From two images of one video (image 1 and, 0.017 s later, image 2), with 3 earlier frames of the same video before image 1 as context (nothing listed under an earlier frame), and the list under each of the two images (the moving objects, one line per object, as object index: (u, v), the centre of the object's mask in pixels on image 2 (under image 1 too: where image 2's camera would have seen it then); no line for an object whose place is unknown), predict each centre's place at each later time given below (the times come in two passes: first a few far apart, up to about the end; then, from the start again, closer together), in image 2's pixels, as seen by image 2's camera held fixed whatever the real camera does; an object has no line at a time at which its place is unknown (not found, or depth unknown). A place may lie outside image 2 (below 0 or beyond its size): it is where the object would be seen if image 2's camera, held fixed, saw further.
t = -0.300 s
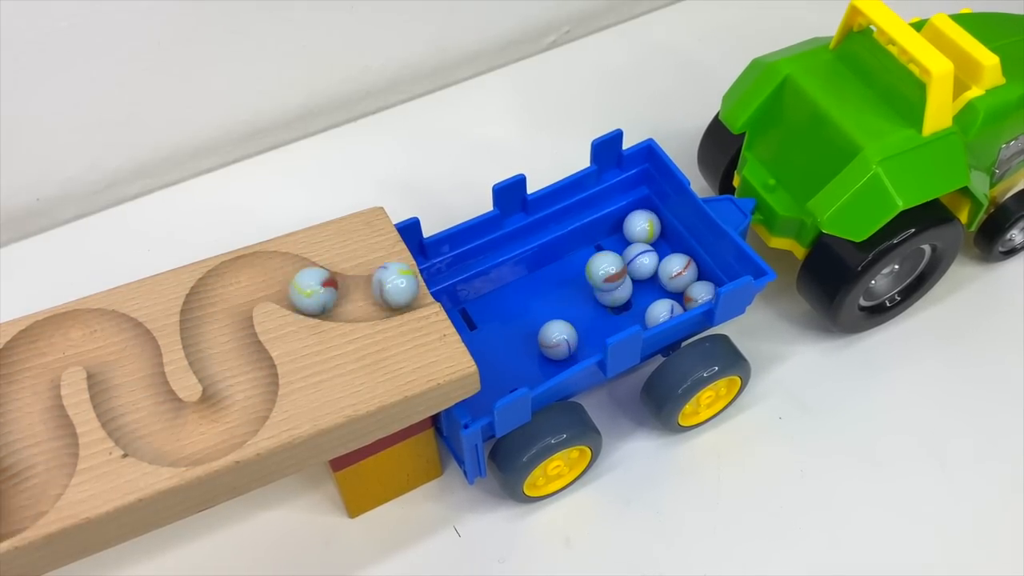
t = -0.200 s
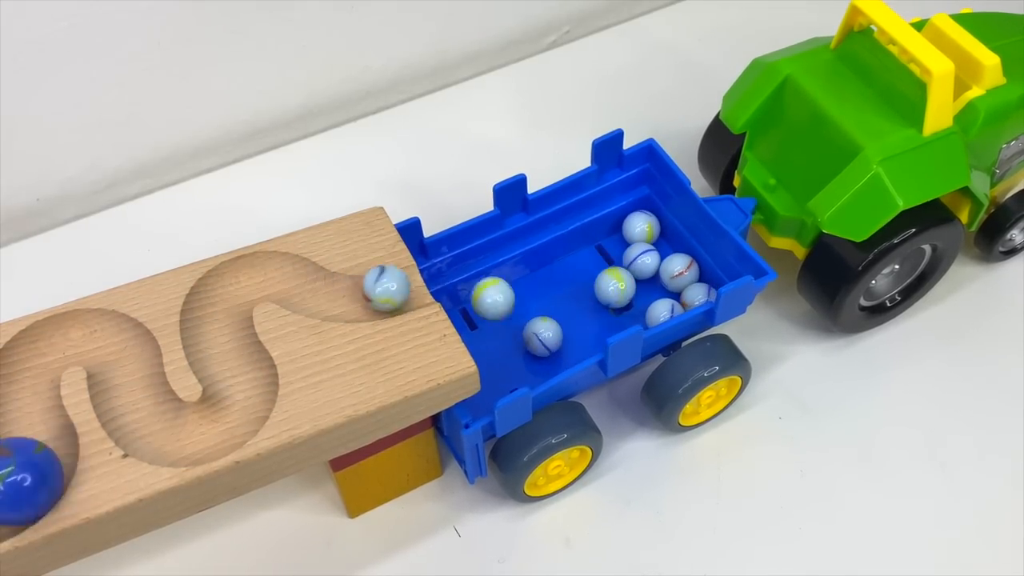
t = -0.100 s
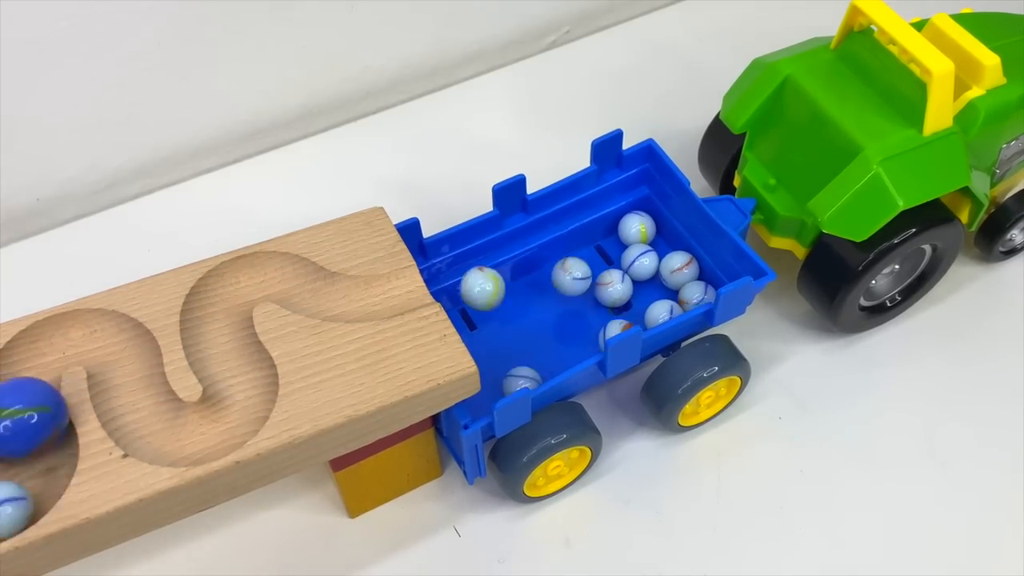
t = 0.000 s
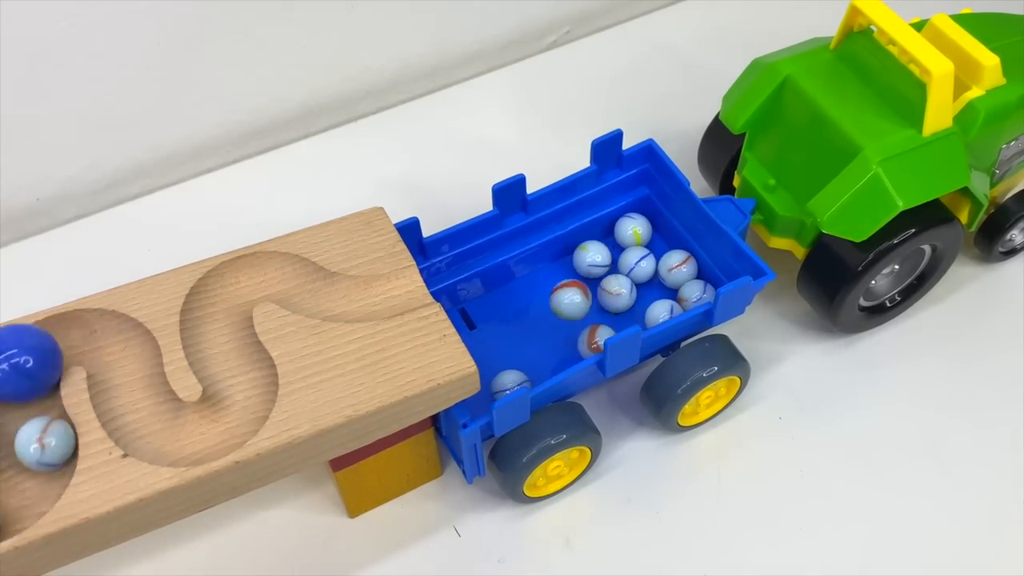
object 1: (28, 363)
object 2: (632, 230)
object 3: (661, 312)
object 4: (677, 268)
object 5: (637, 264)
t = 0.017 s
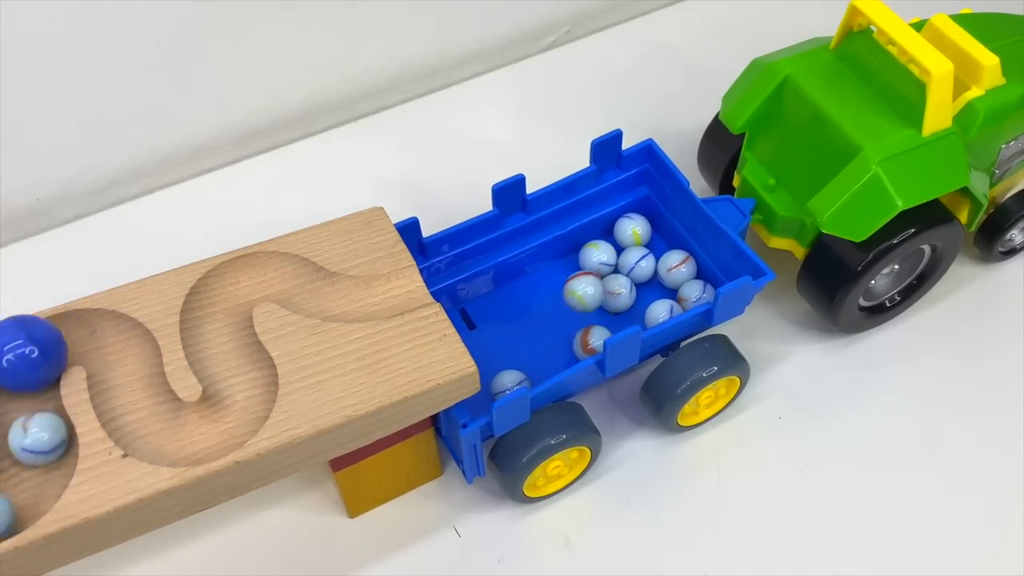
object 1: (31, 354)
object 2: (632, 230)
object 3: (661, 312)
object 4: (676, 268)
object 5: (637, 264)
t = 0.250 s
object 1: (126, 385)
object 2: (639, 225)
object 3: (667, 309)
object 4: (679, 271)
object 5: (642, 261)
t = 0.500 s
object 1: (236, 366)
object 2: (638, 226)
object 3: (661, 311)
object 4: (679, 271)
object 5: (641, 262)
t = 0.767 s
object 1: (283, 267)
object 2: (638, 226)
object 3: (661, 311)
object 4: (678, 272)
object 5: (639, 262)
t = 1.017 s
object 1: (484, 284)
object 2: (638, 227)
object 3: (661, 311)
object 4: (678, 271)
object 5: (638, 264)
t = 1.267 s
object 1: (527, 321)
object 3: (662, 311)
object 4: (680, 270)
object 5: (641, 261)
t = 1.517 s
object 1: (589, 318)
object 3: (662, 311)
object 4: (667, 278)
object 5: (623, 261)
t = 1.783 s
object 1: (618, 316)
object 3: (667, 309)
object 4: (665, 281)
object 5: (613, 247)
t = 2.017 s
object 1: (612, 316)
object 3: (662, 311)
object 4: (656, 281)
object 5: (609, 247)
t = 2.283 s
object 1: (613, 317)
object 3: (663, 310)
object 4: (660, 282)
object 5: (609, 244)
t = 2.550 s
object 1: (618, 316)
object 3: (668, 309)
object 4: (658, 282)
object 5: (623, 250)
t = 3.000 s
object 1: (595, 322)
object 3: (662, 312)
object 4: (658, 282)
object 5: (625, 256)
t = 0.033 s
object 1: (35, 345)
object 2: (632, 230)
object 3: (660, 312)
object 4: (677, 268)
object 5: (637, 264)
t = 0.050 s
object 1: (41, 337)
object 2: (632, 231)
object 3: (660, 312)
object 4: (677, 269)
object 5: (638, 263)
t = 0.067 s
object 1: (51, 332)
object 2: (632, 231)
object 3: (661, 312)
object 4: (677, 270)
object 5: (639, 262)
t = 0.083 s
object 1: (62, 328)
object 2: (633, 230)
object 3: (663, 312)
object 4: (678, 270)
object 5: (639, 261)
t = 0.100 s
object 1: (74, 326)
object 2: (633, 230)
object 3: (664, 311)
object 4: (678, 271)
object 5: (640, 261)
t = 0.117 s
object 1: (86, 327)
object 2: (633, 229)
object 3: (665, 310)
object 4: (679, 271)
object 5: (640, 261)
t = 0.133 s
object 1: (97, 330)
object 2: (634, 228)
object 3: (666, 309)
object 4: (679, 271)
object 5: (641, 262)
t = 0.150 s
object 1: (107, 335)
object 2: (634, 228)
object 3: (666, 309)
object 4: (679, 271)
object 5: (641, 262)
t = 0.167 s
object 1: (114, 341)
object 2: (635, 227)
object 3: (667, 308)
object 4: (679, 271)
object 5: (641, 261)
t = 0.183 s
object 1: (119, 349)
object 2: (635, 227)
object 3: (667, 308)
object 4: (679, 271)
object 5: (641, 261)
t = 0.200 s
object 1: (121, 358)
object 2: (636, 226)
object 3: (667, 308)
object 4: (680, 271)
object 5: (641, 261)
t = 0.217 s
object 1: (122, 367)
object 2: (637, 226)
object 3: (667, 308)
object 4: (680, 271)
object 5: (641, 261)
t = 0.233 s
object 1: (123, 375)
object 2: (638, 225)
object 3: (667, 308)
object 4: (679, 271)
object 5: (642, 261)
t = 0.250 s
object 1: (126, 385)
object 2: (639, 225)
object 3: (667, 309)
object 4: (679, 271)
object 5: (642, 261)
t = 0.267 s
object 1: (130, 392)
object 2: (640, 225)
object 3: (667, 309)
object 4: (679, 271)
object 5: (642, 261)
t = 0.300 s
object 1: (141, 408)
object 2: (642, 224)
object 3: (665, 309)
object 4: (679, 271)
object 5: (641, 260)
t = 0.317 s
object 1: (148, 416)
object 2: (642, 225)
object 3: (664, 310)
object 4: (679, 271)
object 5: (641, 261)
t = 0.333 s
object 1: (157, 421)
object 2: (642, 225)
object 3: (663, 310)
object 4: (679, 271)
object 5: (641, 261)
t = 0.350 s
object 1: (169, 424)
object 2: (641, 225)
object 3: (661, 311)
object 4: (678, 271)
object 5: (641, 261)
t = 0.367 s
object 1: (181, 425)
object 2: (641, 225)
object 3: (659, 312)
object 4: (678, 272)
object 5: (641, 261)
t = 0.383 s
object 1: (194, 423)
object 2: (641, 225)
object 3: (658, 312)
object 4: (678, 271)
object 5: (640, 261)
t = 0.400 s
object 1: (206, 419)
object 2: (640, 226)
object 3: (658, 312)
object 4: (678, 271)
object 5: (641, 261)
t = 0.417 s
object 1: (217, 412)
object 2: (639, 226)
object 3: (659, 312)
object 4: (679, 271)
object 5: (641, 262)
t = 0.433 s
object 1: (226, 404)
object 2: (639, 226)
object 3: (660, 312)
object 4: (679, 271)
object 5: (641, 262)
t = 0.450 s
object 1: (233, 395)
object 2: (638, 226)
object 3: (660, 312)
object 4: (679, 271)
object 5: (641, 262)
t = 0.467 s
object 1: (237, 384)
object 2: (637, 226)
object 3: (660, 311)
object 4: (679, 271)
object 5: (641, 262)
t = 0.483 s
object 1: (238, 375)
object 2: (638, 226)
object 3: (661, 311)
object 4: (679, 271)
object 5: (641, 262)
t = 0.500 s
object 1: (236, 366)
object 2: (638, 226)
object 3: (661, 311)
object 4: (679, 271)
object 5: (641, 262)
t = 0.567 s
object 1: (218, 335)
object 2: (638, 226)
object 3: (661, 311)
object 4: (680, 271)
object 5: (640, 261)
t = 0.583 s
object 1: (215, 327)
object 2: (638, 226)
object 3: (661, 311)
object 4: (680, 271)
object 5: (640, 261)
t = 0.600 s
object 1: (214, 318)
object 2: (638, 226)
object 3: (661, 311)
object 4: (679, 271)
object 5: (640, 261)
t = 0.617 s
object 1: (213, 309)
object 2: (638, 226)
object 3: (661, 311)
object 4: (679, 271)
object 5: (640, 261)
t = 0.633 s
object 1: (213, 301)
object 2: (638, 226)
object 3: (661, 311)
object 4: (679, 271)
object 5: (640, 261)
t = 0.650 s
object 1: (216, 293)
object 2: (638, 226)
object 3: (661, 311)
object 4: (679, 271)
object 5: (640, 261)
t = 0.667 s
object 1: (222, 285)
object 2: (638, 226)
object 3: (661, 311)
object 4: (679, 271)
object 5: (640, 262)
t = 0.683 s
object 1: (229, 278)
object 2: (638, 226)
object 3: (661, 311)
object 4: (679, 271)
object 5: (640, 262)
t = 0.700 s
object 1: (238, 272)
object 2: (638, 226)
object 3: (661, 311)
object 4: (679, 271)
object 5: (639, 262)
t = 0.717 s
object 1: (248, 268)
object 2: (638, 226)
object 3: (661, 311)
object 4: (678, 272)
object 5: (639, 262)
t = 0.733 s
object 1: (260, 265)
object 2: (638, 226)
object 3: (661, 311)
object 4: (678, 272)
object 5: (639, 262)
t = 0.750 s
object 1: (271, 265)
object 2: (638, 226)
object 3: (661, 311)
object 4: (678, 272)
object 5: (639, 262)
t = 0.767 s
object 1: (283, 267)
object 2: (638, 226)
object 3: (661, 311)
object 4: (678, 272)
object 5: (639, 262)
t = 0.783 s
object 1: (293, 271)
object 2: (638, 226)
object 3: (661, 311)
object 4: (678, 271)
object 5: (639, 262)
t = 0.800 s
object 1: (303, 276)
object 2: (638, 226)
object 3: (661, 311)
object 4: (678, 271)
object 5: (639, 262)
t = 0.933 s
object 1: (409, 272)
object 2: (638, 227)
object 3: (662, 311)
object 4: (678, 271)
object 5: (637, 264)
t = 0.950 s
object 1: (423, 268)
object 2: (638, 227)
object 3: (661, 311)
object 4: (678, 271)
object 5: (638, 264)
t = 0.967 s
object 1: (438, 265)
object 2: (638, 227)
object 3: (661, 311)
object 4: (678, 271)
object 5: (637, 264)
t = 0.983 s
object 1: (452, 267)
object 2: (638, 227)
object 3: (661, 311)
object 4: (678, 271)
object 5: (637, 264)
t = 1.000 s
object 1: (467, 273)
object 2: (638, 227)
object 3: (661, 311)
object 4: (678, 271)
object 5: (637, 264)
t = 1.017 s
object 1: (484, 284)
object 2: (638, 227)
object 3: (661, 311)
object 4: (678, 271)
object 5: (638, 264)
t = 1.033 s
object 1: (498, 299)
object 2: (638, 227)
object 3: (661, 311)
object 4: (678, 271)
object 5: (637, 264)
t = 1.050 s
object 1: (512, 316)
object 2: (638, 227)
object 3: (661, 311)
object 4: (678, 271)
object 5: (637, 264)
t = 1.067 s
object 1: (509, 326)
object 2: (637, 225)
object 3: (661, 311)
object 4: (678, 270)
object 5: (637, 264)
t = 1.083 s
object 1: (506, 337)
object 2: (637, 226)
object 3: (661, 311)
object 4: (677, 271)
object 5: (639, 261)
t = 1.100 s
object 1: (506, 335)
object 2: (638, 226)
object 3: (662, 310)
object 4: (678, 271)
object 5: (641, 260)
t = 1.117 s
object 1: (505, 334)
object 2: (640, 224)
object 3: (662, 311)
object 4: (678, 271)
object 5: (643, 260)
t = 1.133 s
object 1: (505, 335)
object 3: (661, 311)
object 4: (678, 271)
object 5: (642, 260)
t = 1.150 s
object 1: (508, 334)
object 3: (661, 311)
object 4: (679, 271)
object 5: (642, 259)
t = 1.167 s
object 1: (511, 331)
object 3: (662, 311)
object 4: (679, 271)
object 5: (643, 258)
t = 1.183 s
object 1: (513, 329)
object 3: (662, 311)
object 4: (680, 271)
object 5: (644, 258)
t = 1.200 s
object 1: (516, 328)
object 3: (662, 311)
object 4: (680, 271)
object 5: (643, 259)
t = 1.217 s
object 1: (519, 326)
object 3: (662, 311)
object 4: (680, 270)
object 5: (641, 260)
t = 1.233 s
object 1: (522, 324)
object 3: (662, 311)
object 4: (680, 270)
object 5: (640, 263)
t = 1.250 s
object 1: (524, 323)
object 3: (662, 311)
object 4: (680, 270)
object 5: (641, 261)
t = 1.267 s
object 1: (527, 321)
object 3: (662, 311)
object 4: (680, 270)
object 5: (641, 261)
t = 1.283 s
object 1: (531, 319)
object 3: (662, 311)
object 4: (680, 270)
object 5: (640, 262)
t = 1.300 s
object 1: (539, 316)
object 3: (662, 311)
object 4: (680, 270)
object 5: (639, 262)
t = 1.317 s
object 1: (550, 314)
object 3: (662, 311)
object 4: (680, 270)
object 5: (638, 263)
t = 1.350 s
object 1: (569, 308)
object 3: (661, 311)
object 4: (679, 271)
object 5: (636, 264)
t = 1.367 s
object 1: (577, 306)
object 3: (661, 311)
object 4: (678, 272)
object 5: (636, 263)
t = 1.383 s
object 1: (581, 306)
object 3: (661, 311)
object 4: (678, 272)
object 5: (635, 260)
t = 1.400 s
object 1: (584, 307)
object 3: (661, 311)
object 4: (677, 272)
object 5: (634, 259)
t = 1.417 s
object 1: (586, 308)
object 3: (662, 311)
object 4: (675, 272)
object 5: (632, 259)
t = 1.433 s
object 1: (587, 310)
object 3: (661, 311)
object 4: (675, 274)
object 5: (630, 259)
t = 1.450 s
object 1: (588, 312)
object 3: (662, 311)
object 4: (673, 275)
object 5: (628, 260)
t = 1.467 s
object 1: (588, 313)
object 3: (662, 311)
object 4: (672, 276)
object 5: (627, 261)
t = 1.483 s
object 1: (589, 315)
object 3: (662, 311)
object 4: (670, 277)
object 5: (625, 261)
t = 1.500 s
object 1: (589, 317)
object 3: (662, 311)
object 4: (669, 278)
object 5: (624, 261)
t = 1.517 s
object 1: (589, 318)
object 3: (662, 311)
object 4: (667, 278)
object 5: (623, 261)
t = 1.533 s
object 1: (591, 319)
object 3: (662, 311)
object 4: (666, 279)
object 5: (622, 261)
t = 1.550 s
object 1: (592, 320)
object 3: (662, 310)
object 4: (664, 280)
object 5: (622, 261)
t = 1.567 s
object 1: (594, 322)
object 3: (662, 310)
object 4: (663, 281)
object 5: (621, 261)
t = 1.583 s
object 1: (595, 321)
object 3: (662, 310)
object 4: (661, 282)
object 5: (621, 260)
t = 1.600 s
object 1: (597, 322)
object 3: (662, 311)
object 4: (659, 283)
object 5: (620, 259)
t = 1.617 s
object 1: (600, 322)
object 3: (662, 311)
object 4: (658, 283)
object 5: (620, 258)
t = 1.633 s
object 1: (602, 321)
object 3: (663, 311)
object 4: (657, 284)
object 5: (620, 257)
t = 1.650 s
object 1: (605, 321)
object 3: (664, 311)
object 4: (656, 284)
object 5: (619, 256)
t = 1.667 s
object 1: (608, 321)
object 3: (663, 311)
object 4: (660, 284)
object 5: (619, 255)
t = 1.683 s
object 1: (610, 321)
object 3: (663, 311)
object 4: (663, 283)
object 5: (618, 255)
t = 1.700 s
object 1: (611, 320)
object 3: (663, 310)
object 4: (664, 282)
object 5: (618, 254)
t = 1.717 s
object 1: (613, 320)
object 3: (663, 310)
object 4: (664, 282)
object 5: (617, 252)
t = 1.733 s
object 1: (613, 319)
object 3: (663, 310)
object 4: (665, 281)
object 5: (617, 251)
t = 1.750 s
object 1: (613, 319)
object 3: (663, 310)
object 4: (665, 281)
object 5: (616, 250)
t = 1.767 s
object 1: (616, 318)
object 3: (665, 309)
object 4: (665, 281)
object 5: (615, 248)
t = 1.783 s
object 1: (618, 316)
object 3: (667, 309)
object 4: (665, 281)
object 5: (613, 247)
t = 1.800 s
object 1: (619, 316)
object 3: (667, 308)
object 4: (664, 281)
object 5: (611, 247)
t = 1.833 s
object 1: (620, 316)
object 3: (667, 308)
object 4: (664, 281)
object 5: (610, 245)
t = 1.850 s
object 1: (620, 315)
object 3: (667, 309)
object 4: (663, 281)
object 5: (608, 245)
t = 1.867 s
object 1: (620, 315)
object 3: (667, 309)
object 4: (662, 281)
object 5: (607, 244)
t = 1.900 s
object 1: (620, 315)
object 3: (667, 309)
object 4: (660, 282)
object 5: (605, 243)
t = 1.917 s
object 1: (619, 315)
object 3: (666, 309)
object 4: (659, 282)
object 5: (605, 242)
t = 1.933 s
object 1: (618, 315)
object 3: (666, 309)
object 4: (658, 282)
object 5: (607, 242)
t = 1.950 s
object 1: (617, 314)
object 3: (665, 309)
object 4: (658, 282)
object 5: (607, 243)
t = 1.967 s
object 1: (615, 315)
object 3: (664, 310)
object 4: (658, 281)
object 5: (608, 244)
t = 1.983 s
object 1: (614, 315)
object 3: (662, 310)
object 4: (657, 281)
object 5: (608, 245)
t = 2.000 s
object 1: (613, 315)
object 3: (662, 310)
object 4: (657, 281)
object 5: (609, 246)
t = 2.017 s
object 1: (612, 316)
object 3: (662, 311)
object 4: (656, 281)
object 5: (609, 247)
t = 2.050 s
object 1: (611, 317)
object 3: (663, 311)
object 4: (656, 281)
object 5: (611, 249)
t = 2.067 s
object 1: (610, 317)
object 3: (663, 311)
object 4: (656, 281)
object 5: (611, 250)
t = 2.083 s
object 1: (609, 318)
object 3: (663, 311)
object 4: (656, 281)
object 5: (611, 250)
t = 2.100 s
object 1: (608, 319)
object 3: (663, 311)
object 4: (656, 281)
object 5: (611, 249)
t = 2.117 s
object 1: (609, 319)
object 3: (663, 311)
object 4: (656, 281)
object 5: (610, 249)
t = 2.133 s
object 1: (610, 320)
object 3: (663, 311)
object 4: (657, 281)
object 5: (610, 248)
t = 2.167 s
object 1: (612, 320)
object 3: (663, 311)
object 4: (658, 281)
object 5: (610, 246)
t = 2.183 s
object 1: (612, 320)
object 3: (663, 311)
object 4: (658, 281)
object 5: (609, 246)
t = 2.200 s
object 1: (612, 319)
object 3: (663, 311)
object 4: (658, 281)
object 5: (609, 245)
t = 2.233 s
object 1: (613, 318)
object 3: (663, 310)
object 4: (659, 282)
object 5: (608, 245)
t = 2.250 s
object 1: (613, 318)
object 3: (663, 311)
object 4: (659, 282)
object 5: (608, 245)
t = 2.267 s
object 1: (613, 318)
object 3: (662, 311)
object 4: (660, 282)
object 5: (608, 245)
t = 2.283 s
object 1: (613, 317)
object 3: (663, 310)
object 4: (660, 282)
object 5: (609, 244)
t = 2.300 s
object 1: (613, 317)
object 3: (663, 310)
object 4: (661, 282)
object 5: (609, 244)
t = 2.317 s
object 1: (614, 317)
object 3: (663, 310)
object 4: (661, 282)
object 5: (609, 244)
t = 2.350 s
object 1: (616, 316)
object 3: (664, 311)
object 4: (661, 282)
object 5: (609, 244)
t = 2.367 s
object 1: (619, 315)
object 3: (666, 310)
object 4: (660, 283)
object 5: (609, 244)
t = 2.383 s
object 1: (621, 315)
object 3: (668, 309)
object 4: (660, 282)
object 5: (611, 244)
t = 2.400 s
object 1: (622, 315)
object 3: (669, 308)
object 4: (659, 282)
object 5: (612, 244)
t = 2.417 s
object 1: (622, 315)
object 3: (669, 308)
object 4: (659, 282)
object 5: (613, 245)
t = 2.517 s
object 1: (621, 315)
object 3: (668, 309)
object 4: (657, 282)
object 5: (618, 249)
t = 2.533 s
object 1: (620, 315)
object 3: (668, 309)
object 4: (658, 282)
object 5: (621, 250)
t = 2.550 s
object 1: (618, 316)
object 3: (668, 309)
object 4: (658, 282)
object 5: (623, 250)
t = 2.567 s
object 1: (617, 316)
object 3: (667, 309)
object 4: (659, 282)
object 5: (625, 250)
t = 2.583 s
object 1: (616, 316)
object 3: (666, 309)
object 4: (660, 282)
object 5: (626, 251)
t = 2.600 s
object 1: (614, 317)
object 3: (664, 311)
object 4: (660, 282)
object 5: (627, 252)
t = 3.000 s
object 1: (595, 322)
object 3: (662, 312)
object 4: (658, 282)
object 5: (625, 256)
